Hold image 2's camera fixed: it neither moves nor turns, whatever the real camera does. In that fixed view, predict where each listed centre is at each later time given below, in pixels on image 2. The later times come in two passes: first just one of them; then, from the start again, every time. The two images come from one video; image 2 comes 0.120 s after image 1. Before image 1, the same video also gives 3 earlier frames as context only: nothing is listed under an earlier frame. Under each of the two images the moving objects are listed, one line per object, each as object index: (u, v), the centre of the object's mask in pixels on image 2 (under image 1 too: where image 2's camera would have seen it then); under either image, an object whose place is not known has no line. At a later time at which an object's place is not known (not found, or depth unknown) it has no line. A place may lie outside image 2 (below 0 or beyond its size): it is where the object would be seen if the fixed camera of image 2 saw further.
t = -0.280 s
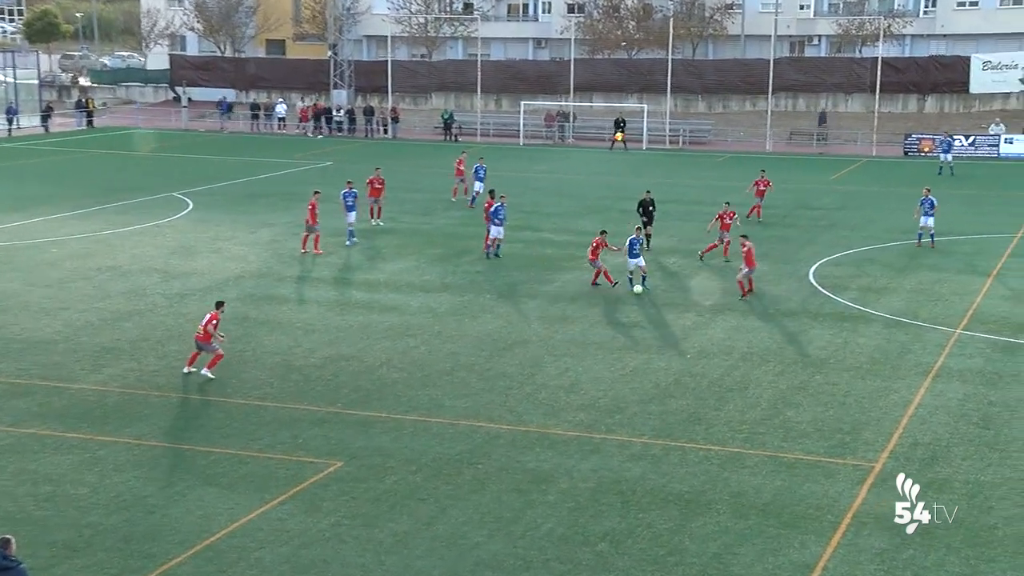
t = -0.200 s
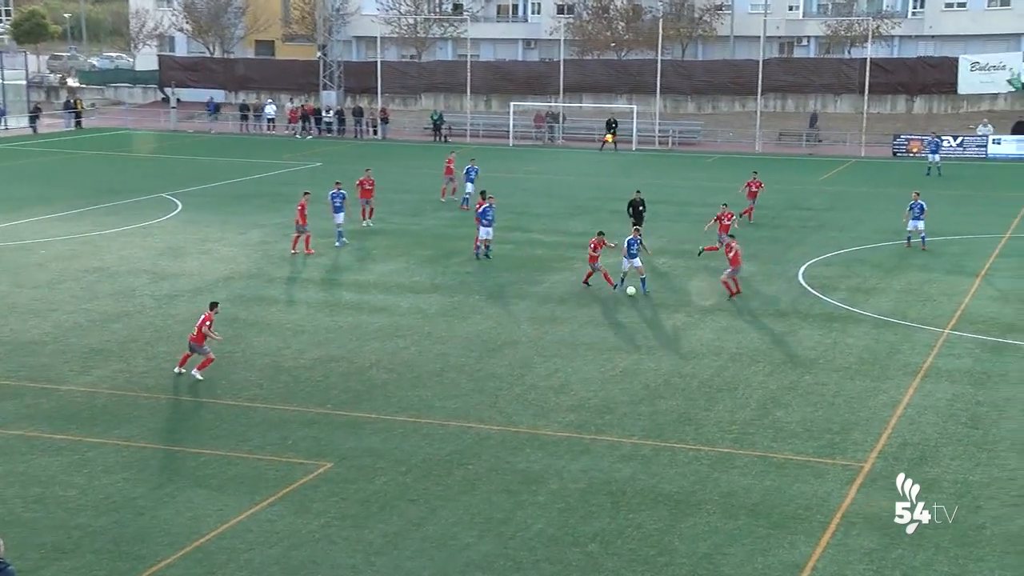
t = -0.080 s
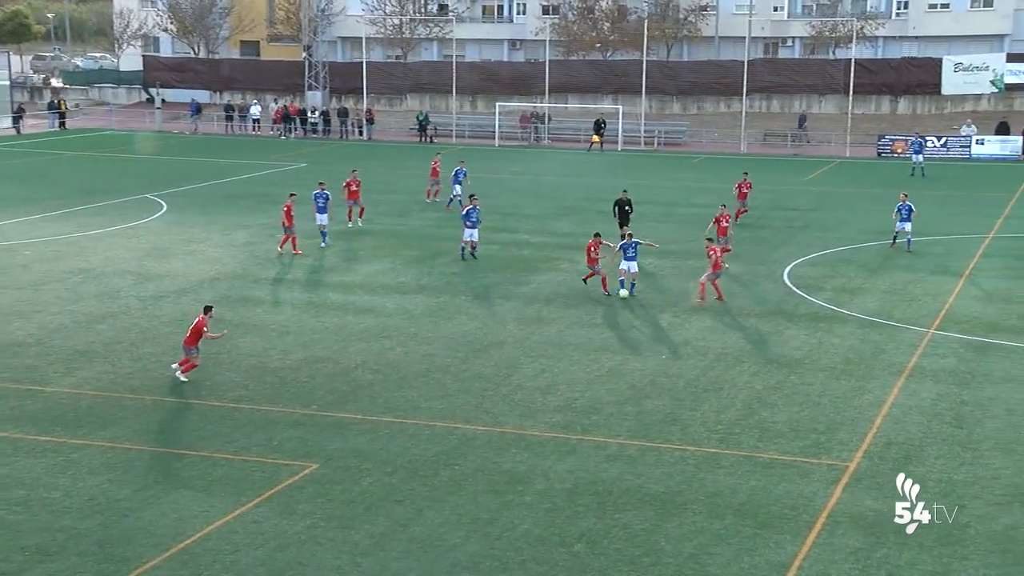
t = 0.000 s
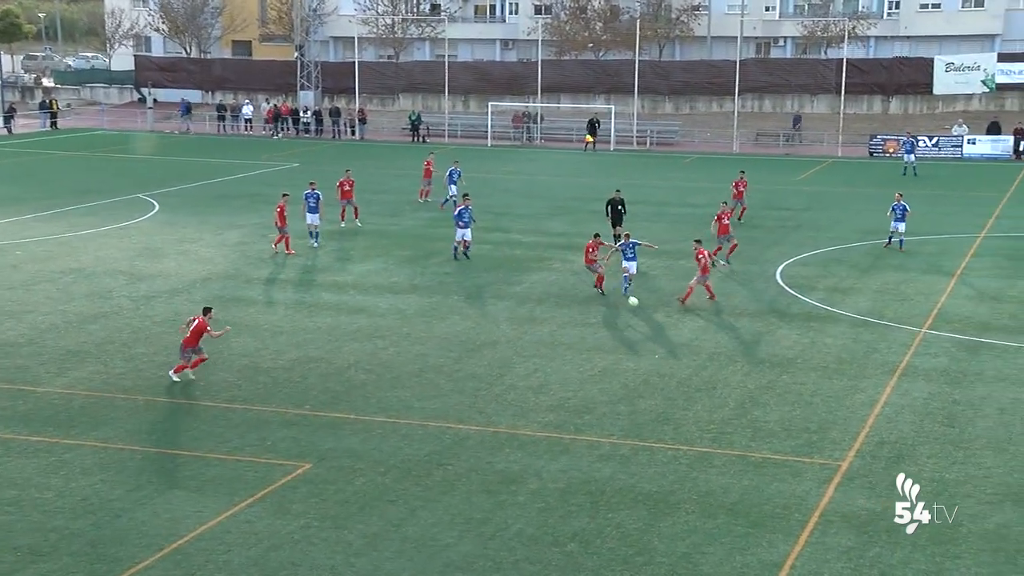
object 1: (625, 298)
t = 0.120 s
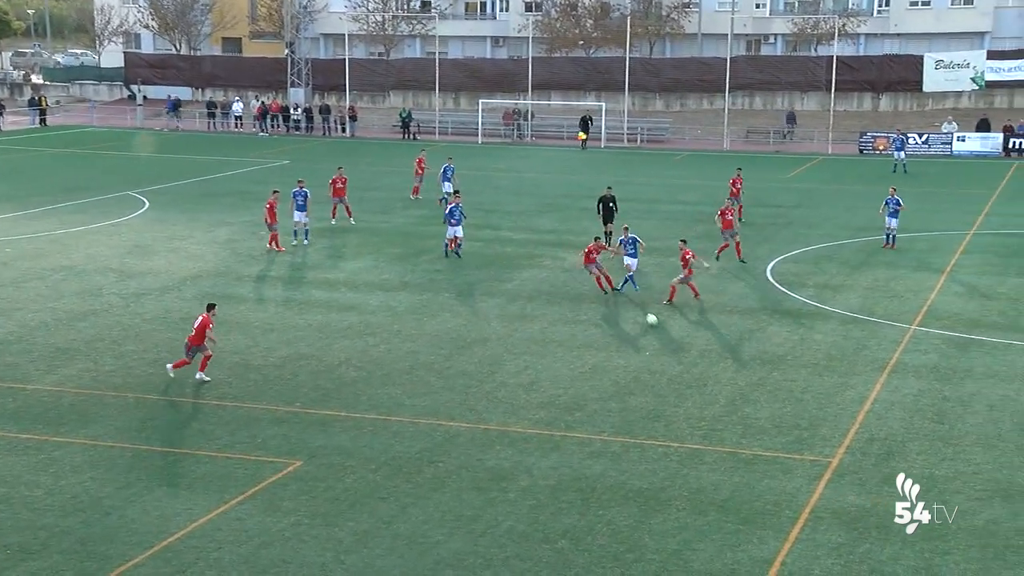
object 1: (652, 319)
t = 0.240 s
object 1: (681, 337)
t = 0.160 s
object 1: (661, 326)
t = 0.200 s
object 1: (671, 331)
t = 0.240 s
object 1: (681, 337)
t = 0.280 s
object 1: (691, 343)
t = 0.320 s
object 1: (702, 352)
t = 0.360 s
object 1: (713, 361)
